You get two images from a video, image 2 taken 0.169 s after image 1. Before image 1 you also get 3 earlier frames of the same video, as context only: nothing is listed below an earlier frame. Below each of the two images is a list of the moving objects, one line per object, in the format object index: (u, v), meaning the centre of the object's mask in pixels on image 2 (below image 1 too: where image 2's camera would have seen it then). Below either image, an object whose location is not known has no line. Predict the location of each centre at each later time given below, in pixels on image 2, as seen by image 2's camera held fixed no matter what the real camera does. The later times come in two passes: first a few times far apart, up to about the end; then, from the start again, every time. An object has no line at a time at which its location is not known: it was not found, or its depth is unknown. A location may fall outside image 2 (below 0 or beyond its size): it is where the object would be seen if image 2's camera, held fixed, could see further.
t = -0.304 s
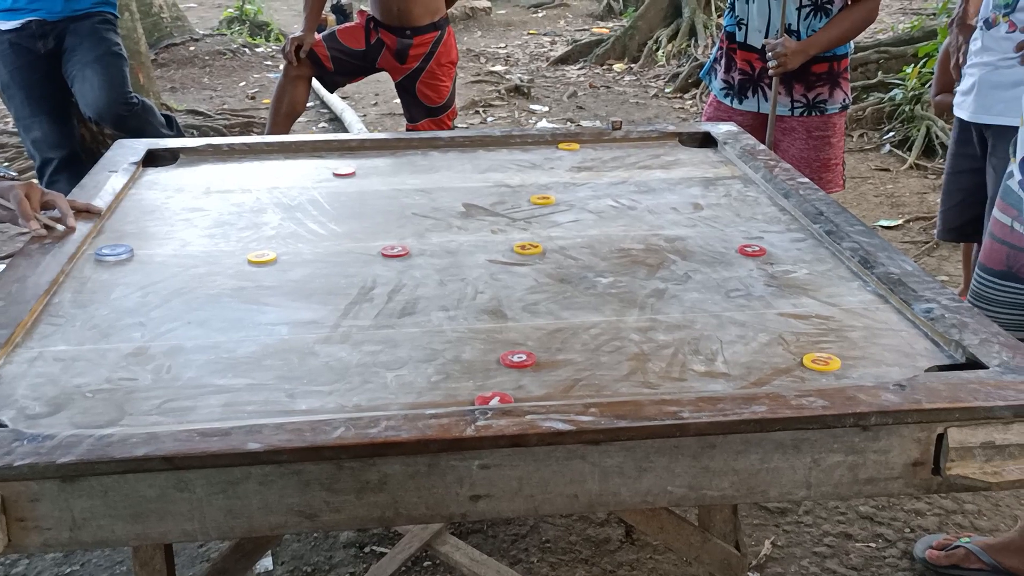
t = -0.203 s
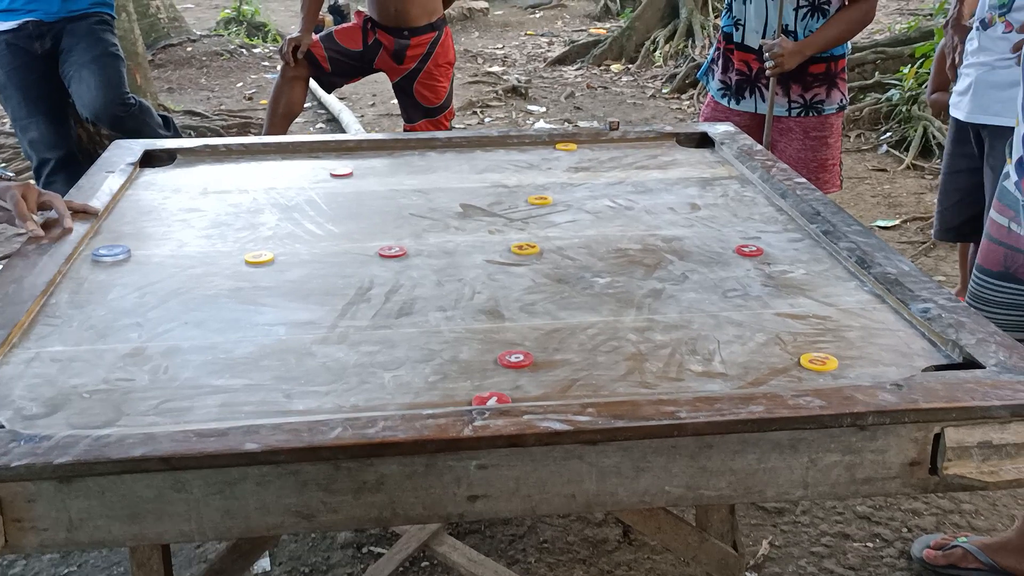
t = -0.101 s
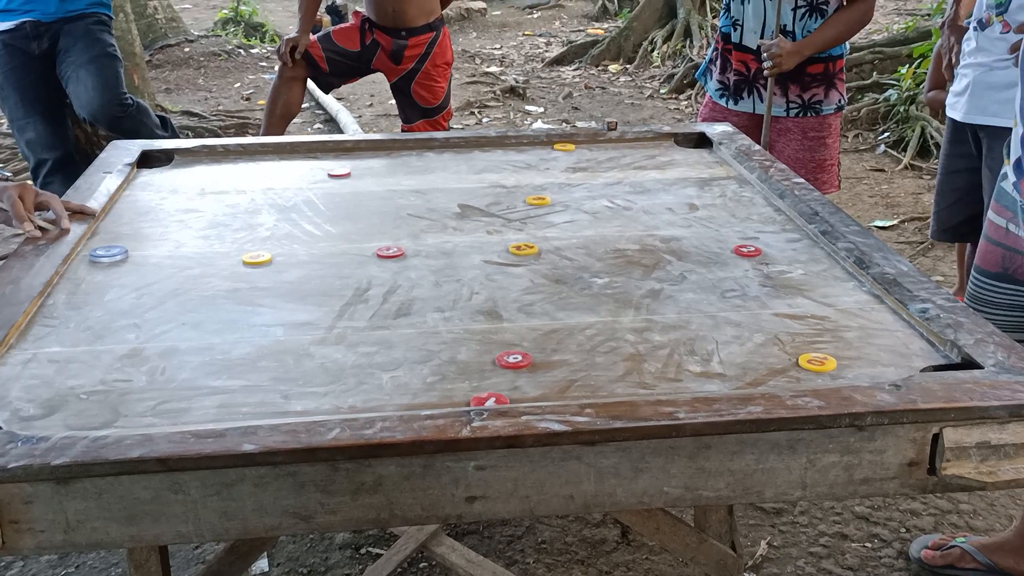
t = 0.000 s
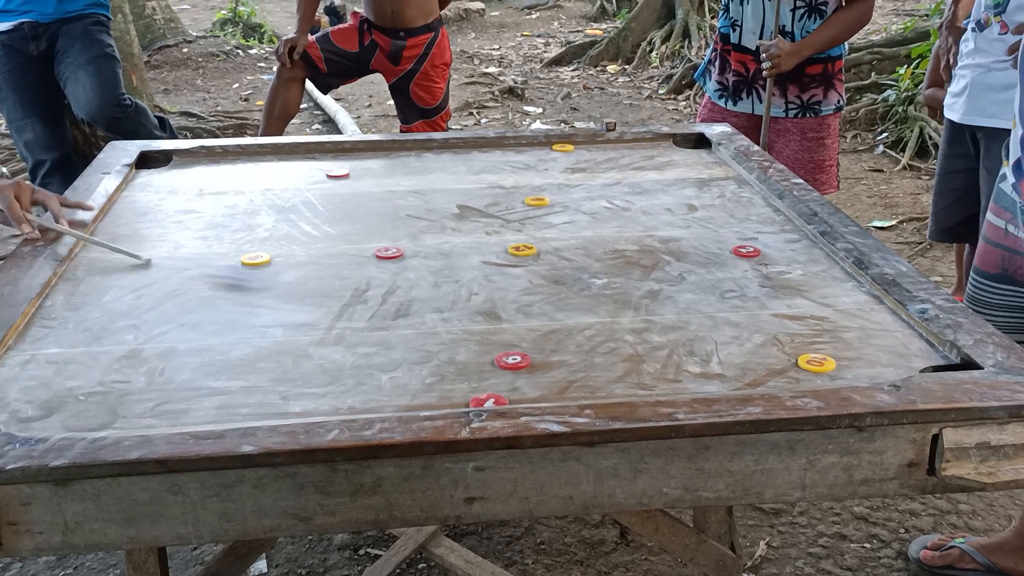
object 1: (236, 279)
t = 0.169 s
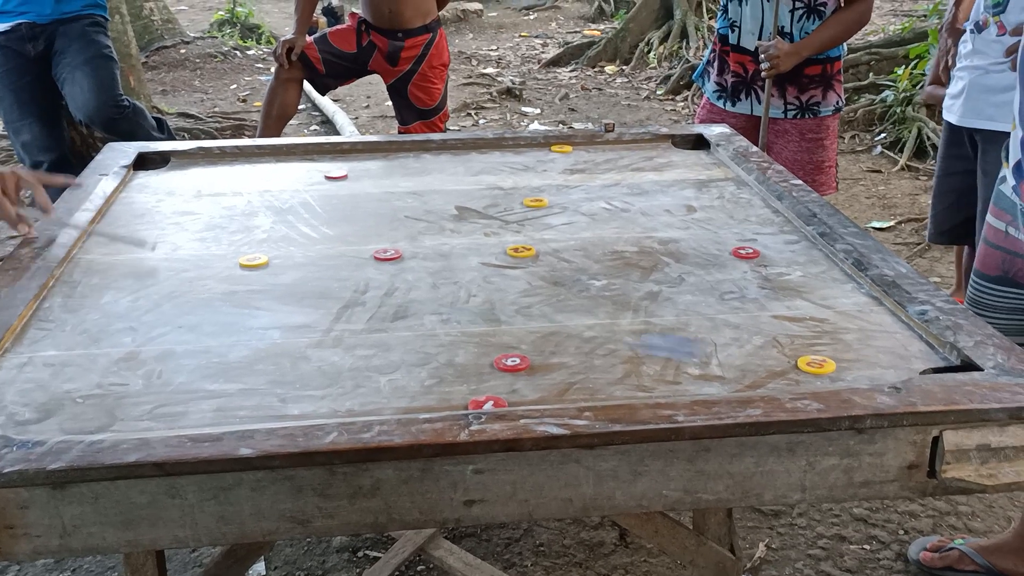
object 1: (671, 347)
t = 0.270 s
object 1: (861, 370)
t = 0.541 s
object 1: (762, 300)
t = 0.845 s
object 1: (610, 256)
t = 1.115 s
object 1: (524, 230)
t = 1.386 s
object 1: (465, 213)
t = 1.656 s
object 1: (423, 202)
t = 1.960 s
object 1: (403, 197)
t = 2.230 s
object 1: (399, 195)
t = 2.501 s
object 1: (399, 195)
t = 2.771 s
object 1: (399, 195)
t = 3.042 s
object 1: (398, 194)
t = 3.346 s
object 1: (399, 195)
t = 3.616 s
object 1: (399, 195)
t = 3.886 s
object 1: (400, 195)
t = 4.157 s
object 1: (400, 195)
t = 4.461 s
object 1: (401, 195)
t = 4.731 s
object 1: (401, 195)
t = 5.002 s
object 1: (401, 195)
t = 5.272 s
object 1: (401, 195)
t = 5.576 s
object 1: (400, 195)
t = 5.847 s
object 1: (401, 195)
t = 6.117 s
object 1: (401, 195)
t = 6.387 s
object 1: (401, 195)
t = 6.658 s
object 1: (402, 195)
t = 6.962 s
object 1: (401, 195)
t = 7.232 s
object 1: (402, 195)
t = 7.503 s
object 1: (401, 195)
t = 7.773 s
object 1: (401, 195)
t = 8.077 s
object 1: (401, 195)
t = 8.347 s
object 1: (401, 195)
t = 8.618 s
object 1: (401, 194)
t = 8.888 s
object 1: (401, 194)
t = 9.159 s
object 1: (400, 195)
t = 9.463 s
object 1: (401, 195)
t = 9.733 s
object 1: (401, 195)
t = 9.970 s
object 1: (401, 195)
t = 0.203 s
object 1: (769, 364)
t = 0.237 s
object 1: (829, 375)
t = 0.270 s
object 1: (861, 370)
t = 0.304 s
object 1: (882, 355)
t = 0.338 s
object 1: (900, 343)
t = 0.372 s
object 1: (890, 334)
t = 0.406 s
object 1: (861, 327)
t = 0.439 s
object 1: (835, 320)
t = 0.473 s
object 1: (810, 313)
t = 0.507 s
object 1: (787, 307)
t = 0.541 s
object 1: (762, 300)
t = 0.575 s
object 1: (744, 294)
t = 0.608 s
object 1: (722, 289)
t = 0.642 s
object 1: (704, 283)
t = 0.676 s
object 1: (686, 279)
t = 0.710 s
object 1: (668, 274)
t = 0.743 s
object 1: (653, 269)
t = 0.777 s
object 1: (637, 265)
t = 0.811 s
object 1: (623, 260)
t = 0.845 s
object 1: (610, 256)
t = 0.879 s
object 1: (597, 252)
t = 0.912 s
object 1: (585, 249)
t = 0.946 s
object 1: (573, 245)
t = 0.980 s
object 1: (562, 241)
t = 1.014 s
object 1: (551, 238)
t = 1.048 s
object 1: (541, 235)
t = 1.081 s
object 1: (532, 233)
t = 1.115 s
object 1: (524, 230)
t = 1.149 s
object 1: (515, 228)
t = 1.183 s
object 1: (508, 226)
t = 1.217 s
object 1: (501, 224)
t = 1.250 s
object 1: (493, 222)
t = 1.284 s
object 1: (487, 220)
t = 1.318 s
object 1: (479, 217)
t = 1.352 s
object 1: (472, 215)
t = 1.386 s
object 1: (465, 213)
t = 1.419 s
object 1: (459, 212)
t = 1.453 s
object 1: (453, 210)
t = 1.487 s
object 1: (447, 209)
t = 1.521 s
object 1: (442, 208)
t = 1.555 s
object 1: (437, 206)
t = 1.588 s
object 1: (431, 205)
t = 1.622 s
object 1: (427, 204)
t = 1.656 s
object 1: (423, 202)
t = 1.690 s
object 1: (420, 201)
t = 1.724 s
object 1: (416, 200)
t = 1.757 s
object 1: (413, 200)
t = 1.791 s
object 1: (411, 199)
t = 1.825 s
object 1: (409, 198)
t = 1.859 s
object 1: (406, 198)
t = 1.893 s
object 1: (405, 197)
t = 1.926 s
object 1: (404, 197)
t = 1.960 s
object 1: (403, 197)
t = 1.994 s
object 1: (402, 196)
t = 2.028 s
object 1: (401, 196)
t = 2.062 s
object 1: (400, 196)
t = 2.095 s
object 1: (400, 196)
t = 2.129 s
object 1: (399, 196)
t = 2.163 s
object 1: (399, 196)
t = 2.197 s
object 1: (399, 196)
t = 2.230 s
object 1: (399, 195)
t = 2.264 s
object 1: (399, 195)
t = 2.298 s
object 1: (399, 196)
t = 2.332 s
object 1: (399, 196)
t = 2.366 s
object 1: (399, 195)
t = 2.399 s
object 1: (399, 196)
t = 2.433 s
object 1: (399, 195)
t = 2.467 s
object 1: (399, 195)
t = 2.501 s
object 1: (399, 195)
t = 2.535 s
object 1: (399, 195)
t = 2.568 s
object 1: (399, 195)
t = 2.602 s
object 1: (399, 195)
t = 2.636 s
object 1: (399, 195)
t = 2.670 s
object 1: (400, 195)
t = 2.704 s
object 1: (400, 195)
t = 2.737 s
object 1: (400, 195)
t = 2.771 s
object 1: (399, 195)
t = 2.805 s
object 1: (400, 195)
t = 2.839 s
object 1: (400, 195)
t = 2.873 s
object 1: (400, 195)
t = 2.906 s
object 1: (399, 195)
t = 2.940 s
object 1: (399, 195)
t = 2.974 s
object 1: (399, 195)
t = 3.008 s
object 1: (399, 194)
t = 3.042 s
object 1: (398, 194)
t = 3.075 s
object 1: (398, 194)
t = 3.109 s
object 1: (398, 194)
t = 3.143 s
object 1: (399, 195)
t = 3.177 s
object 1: (399, 195)
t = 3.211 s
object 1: (399, 195)
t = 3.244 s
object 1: (399, 195)
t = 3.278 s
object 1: (399, 195)
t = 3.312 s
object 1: (399, 195)
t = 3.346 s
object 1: (399, 195)
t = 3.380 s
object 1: (399, 195)
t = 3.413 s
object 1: (399, 195)
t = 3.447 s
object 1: (399, 195)
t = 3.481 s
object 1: (400, 195)
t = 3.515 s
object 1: (400, 195)
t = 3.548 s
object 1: (400, 195)
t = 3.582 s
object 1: (399, 195)
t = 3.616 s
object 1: (399, 195)
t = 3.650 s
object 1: (400, 195)
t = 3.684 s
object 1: (400, 195)
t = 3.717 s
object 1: (400, 195)
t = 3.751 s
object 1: (400, 195)
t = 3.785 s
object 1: (400, 195)
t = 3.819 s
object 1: (400, 195)
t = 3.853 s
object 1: (400, 195)
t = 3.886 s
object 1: (400, 195)
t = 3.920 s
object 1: (400, 195)
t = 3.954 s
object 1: (400, 195)
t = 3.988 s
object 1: (400, 195)
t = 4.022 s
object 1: (400, 195)
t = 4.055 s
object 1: (400, 195)
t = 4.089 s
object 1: (400, 195)
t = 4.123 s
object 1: (401, 195)
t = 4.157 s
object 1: (400, 195)
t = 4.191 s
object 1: (400, 195)
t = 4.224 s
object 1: (400, 195)
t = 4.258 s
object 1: (400, 195)
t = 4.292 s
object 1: (400, 195)
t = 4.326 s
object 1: (401, 195)
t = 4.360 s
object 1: (400, 195)
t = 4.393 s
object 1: (400, 195)
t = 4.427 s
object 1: (401, 195)
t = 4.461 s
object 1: (401, 195)
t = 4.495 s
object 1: (401, 195)
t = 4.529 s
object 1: (401, 195)
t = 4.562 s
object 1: (401, 195)
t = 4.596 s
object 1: (401, 195)
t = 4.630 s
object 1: (401, 195)
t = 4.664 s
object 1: (401, 195)
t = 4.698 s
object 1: (401, 195)
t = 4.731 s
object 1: (401, 195)
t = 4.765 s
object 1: (401, 195)
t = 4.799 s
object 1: (401, 195)
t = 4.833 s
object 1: (401, 195)
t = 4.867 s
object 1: (400, 195)
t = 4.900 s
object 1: (400, 195)
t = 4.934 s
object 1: (401, 195)
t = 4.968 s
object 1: (401, 195)
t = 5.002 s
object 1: (401, 195)
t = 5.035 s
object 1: (401, 195)
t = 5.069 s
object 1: (400, 195)
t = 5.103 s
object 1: (401, 195)
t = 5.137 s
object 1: (401, 195)
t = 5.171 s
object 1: (401, 195)
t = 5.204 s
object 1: (401, 195)
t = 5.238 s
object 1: (401, 195)
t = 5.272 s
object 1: (401, 195)
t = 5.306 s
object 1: (401, 195)
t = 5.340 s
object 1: (401, 195)
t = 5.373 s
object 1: (401, 195)
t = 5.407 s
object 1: (401, 195)
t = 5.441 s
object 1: (401, 195)
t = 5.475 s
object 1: (401, 195)
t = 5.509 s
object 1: (401, 195)
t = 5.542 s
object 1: (400, 195)
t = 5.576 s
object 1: (400, 195)
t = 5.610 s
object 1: (400, 195)
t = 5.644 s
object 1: (401, 195)
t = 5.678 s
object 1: (400, 195)
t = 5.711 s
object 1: (401, 195)
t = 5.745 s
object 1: (400, 195)
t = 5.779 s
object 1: (400, 195)
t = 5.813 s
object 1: (401, 195)
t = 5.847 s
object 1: (401, 195)
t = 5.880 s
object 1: (401, 195)
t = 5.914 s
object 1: (401, 195)
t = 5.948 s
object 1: (401, 195)
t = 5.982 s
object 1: (401, 195)
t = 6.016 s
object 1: (401, 195)
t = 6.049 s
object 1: (401, 195)
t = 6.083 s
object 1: (401, 195)
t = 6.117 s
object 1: (401, 195)
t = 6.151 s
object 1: (401, 195)
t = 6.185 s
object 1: (401, 195)
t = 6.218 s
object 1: (401, 195)
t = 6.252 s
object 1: (401, 195)
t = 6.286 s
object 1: (401, 195)
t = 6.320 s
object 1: (401, 195)
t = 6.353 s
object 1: (401, 195)
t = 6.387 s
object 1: (401, 195)
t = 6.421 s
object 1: (401, 195)
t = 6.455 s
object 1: (402, 195)
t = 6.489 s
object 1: (401, 195)
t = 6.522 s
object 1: (401, 195)
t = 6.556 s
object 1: (402, 195)
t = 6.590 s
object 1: (402, 195)
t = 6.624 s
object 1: (402, 195)
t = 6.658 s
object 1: (402, 195)
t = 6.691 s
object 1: (402, 195)
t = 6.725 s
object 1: (402, 195)
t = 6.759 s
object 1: (401, 195)
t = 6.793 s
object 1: (401, 195)
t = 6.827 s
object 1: (401, 195)
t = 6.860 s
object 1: (401, 195)
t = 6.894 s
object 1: (401, 195)
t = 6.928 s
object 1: (401, 195)
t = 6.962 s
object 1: (401, 195)
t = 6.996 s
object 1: (401, 195)
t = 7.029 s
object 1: (401, 195)
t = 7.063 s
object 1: (401, 195)
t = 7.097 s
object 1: (402, 195)
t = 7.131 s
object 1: (402, 195)
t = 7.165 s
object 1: (401, 195)
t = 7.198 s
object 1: (401, 195)
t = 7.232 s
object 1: (402, 195)
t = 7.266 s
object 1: (401, 195)
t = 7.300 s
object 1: (401, 195)
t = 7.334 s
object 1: (401, 195)
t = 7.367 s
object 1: (401, 195)
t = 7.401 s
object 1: (401, 195)
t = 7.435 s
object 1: (401, 195)
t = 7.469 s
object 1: (401, 195)
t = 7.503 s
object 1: (401, 195)
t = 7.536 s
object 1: (401, 195)
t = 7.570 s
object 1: (401, 195)
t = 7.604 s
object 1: (401, 195)
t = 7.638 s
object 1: (401, 195)
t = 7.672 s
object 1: (401, 195)
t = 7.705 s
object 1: (401, 195)
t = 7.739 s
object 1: (401, 195)
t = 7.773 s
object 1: (401, 195)
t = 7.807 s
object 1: (401, 195)
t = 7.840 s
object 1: (401, 195)
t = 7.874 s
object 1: (401, 195)
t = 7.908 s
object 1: (401, 195)
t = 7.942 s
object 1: (401, 194)
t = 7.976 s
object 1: (401, 194)
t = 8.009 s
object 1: (401, 194)
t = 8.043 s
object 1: (401, 194)
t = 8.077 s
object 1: (401, 195)
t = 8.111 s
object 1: (401, 195)
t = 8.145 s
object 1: (401, 195)
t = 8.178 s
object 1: (401, 195)
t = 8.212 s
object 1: (401, 194)
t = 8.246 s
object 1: (401, 195)
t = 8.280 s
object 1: (401, 195)
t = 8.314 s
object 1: (401, 195)
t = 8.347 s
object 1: (401, 195)
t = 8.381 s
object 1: (401, 195)
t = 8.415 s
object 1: (401, 195)
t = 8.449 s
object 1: (401, 195)
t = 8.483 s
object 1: (401, 195)
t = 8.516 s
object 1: (401, 195)
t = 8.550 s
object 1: (401, 195)
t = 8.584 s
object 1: (401, 194)
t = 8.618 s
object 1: (401, 194)
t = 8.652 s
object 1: (401, 194)
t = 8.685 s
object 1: (401, 194)
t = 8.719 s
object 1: (401, 194)
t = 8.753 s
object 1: (401, 194)
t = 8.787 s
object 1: (401, 194)
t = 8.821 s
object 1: (401, 194)
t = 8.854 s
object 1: (401, 194)
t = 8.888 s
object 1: (401, 194)
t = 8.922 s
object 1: (401, 194)
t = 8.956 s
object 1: (401, 194)
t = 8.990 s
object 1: (401, 194)
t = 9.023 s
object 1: (400, 194)
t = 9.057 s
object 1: (400, 194)
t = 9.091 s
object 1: (400, 194)
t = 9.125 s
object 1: (400, 195)
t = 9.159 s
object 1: (400, 195)
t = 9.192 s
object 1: (401, 195)
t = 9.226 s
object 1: (401, 195)
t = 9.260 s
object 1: (401, 195)
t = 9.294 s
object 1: (401, 195)
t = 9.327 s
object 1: (401, 195)
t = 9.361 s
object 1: (401, 195)
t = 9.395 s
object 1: (401, 195)
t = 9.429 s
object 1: (401, 195)
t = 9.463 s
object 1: (401, 195)
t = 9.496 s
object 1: (401, 195)
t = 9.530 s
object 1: (401, 195)
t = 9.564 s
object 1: (401, 195)
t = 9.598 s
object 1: (401, 195)
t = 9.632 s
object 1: (401, 195)
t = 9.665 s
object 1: (401, 195)
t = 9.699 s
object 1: (401, 195)
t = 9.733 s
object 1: (401, 195)
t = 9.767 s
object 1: (401, 195)
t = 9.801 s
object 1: (401, 195)
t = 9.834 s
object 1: (401, 195)
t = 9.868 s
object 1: (401, 195)
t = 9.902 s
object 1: (401, 195)
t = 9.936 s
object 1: (401, 195)
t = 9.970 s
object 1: (401, 195)
